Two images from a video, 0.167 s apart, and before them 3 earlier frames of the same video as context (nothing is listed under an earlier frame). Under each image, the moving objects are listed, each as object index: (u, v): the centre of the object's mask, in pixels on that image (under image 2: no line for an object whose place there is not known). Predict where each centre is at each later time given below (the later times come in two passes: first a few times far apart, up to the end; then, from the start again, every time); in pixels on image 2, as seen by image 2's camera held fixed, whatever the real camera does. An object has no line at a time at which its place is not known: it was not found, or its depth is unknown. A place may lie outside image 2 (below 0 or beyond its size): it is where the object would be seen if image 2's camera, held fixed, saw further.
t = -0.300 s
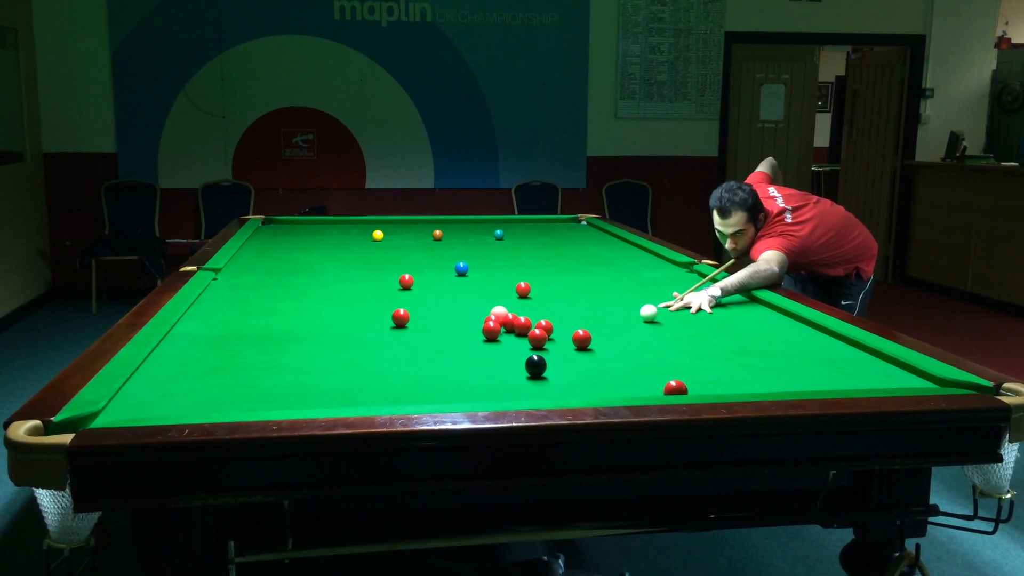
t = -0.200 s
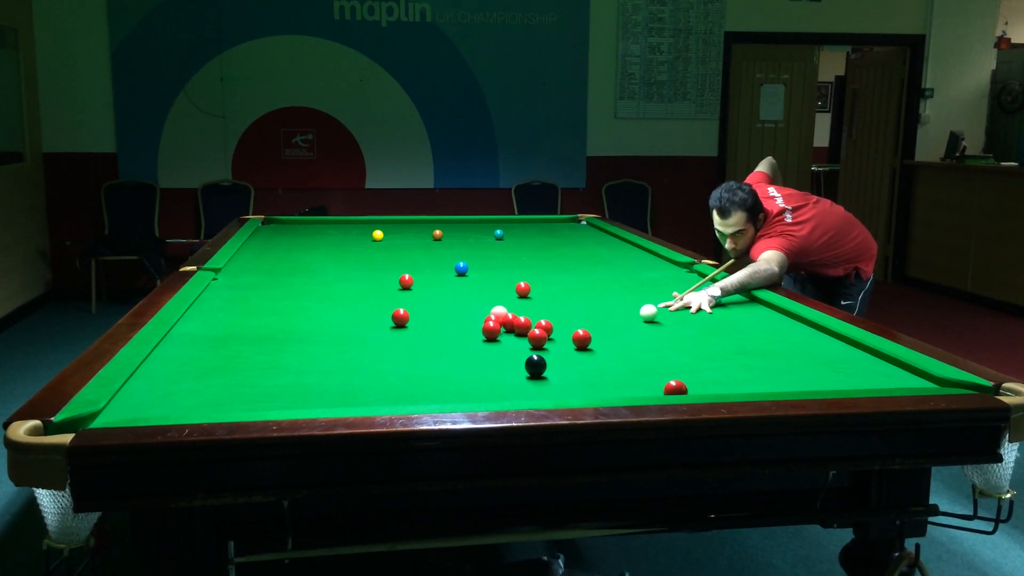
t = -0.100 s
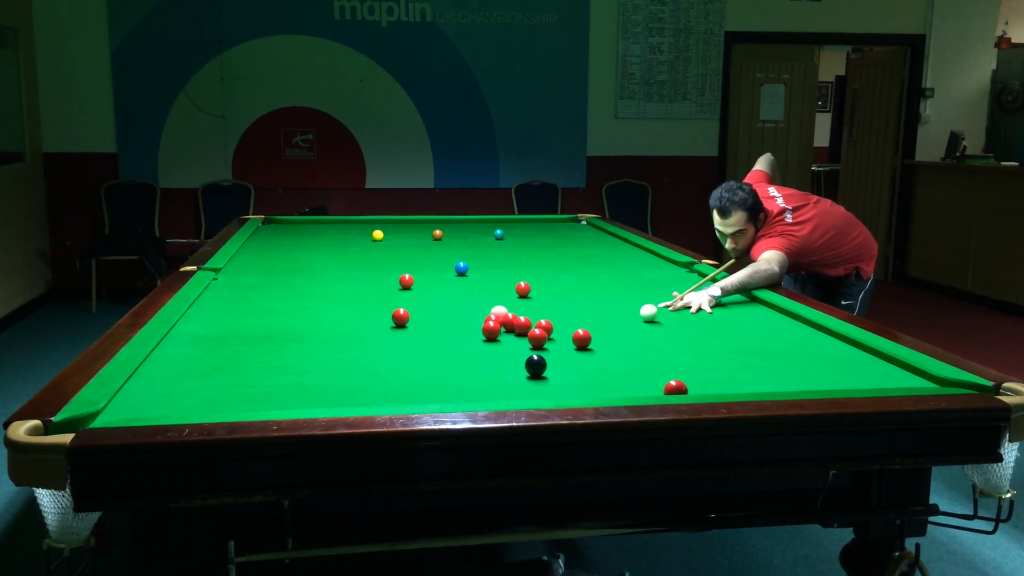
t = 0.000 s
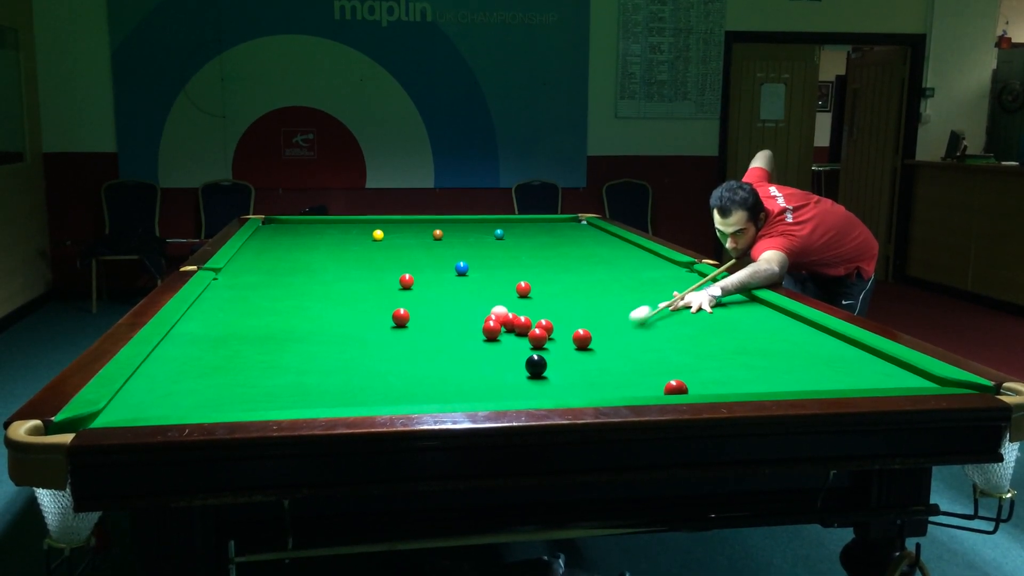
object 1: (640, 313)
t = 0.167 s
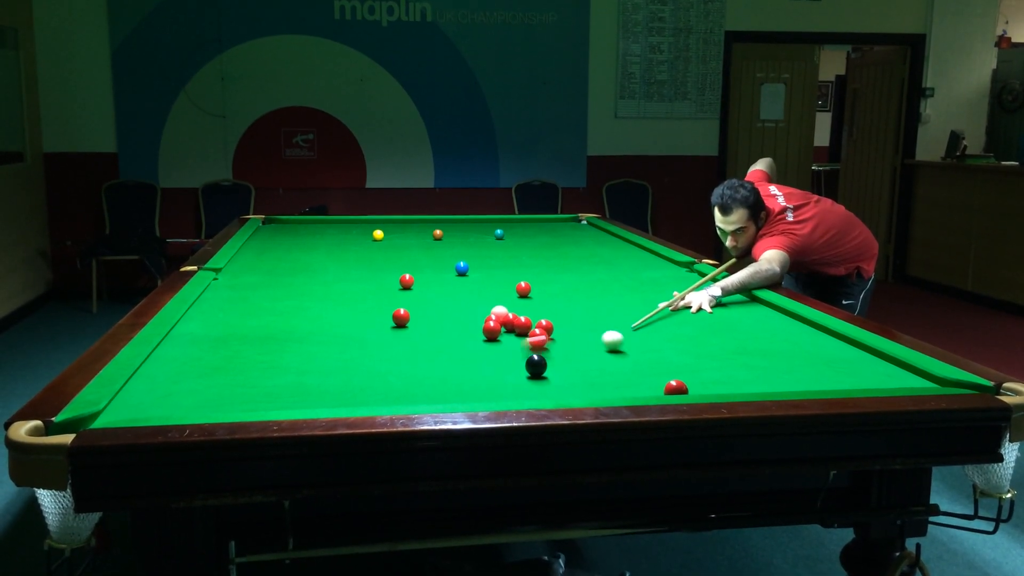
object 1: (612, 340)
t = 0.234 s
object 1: (628, 345)
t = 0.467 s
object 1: (678, 356)
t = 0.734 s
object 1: (739, 369)
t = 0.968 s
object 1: (795, 380)
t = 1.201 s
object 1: (842, 383)
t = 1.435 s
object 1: (866, 376)
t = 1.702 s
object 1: (889, 366)
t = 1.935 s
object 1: (874, 360)
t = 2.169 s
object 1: (840, 354)
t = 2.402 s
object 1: (810, 349)
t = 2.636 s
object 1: (783, 345)
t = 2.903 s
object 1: (755, 340)
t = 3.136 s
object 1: (734, 337)
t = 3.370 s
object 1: (715, 334)
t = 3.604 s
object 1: (698, 331)
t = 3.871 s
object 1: (681, 328)
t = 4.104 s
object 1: (668, 326)
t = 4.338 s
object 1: (656, 324)
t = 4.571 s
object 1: (646, 323)
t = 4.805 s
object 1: (638, 322)
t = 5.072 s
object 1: (630, 321)
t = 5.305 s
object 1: (625, 320)
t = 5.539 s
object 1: (622, 320)
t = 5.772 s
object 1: (620, 320)
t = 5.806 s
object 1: (620, 320)
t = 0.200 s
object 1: (620, 342)
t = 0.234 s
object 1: (628, 345)
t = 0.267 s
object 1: (635, 346)
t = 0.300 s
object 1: (642, 348)
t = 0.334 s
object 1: (649, 350)
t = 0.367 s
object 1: (656, 351)
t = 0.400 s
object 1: (663, 353)
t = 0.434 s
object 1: (670, 354)
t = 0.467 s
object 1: (678, 356)
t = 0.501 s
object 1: (685, 358)
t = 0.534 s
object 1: (693, 359)
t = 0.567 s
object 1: (700, 361)
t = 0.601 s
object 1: (708, 362)
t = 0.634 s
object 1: (715, 364)
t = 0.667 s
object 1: (723, 366)
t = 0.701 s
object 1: (731, 368)
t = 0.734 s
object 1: (739, 369)
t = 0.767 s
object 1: (746, 371)
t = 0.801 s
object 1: (754, 373)
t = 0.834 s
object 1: (762, 375)
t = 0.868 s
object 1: (770, 376)
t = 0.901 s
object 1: (779, 378)
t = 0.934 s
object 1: (787, 379)
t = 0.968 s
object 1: (795, 380)
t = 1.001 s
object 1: (804, 381)
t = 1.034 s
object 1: (812, 382)
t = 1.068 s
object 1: (820, 383)
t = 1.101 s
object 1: (829, 384)
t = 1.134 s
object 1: (836, 384)
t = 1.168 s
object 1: (839, 383)
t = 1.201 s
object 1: (842, 383)
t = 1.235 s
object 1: (846, 382)
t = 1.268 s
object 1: (850, 381)
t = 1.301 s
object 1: (853, 380)
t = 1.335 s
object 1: (856, 379)
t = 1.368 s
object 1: (860, 378)
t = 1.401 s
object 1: (863, 377)
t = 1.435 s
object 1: (866, 376)
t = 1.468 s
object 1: (869, 375)
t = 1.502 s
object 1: (872, 374)
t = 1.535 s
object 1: (875, 373)
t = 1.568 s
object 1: (878, 372)
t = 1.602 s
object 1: (881, 370)
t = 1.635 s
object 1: (884, 369)
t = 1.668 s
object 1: (886, 368)
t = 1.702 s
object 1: (889, 366)
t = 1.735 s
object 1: (892, 365)
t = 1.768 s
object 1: (895, 364)
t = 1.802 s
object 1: (895, 363)
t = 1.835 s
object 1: (890, 362)
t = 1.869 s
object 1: (885, 361)
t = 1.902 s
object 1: (880, 360)
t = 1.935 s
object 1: (874, 360)
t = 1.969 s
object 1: (869, 358)
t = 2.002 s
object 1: (864, 358)
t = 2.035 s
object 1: (859, 357)
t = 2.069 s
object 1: (854, 356)
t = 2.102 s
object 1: (849, 355)
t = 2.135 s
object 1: (845, 355)
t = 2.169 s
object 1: (840, 354)
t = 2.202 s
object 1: (836, 353)
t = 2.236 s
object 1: (831, 352)
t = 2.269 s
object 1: (827, 352)
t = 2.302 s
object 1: (823, 351)
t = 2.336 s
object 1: (818, 350)
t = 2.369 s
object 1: (814, 350)
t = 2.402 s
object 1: (810, 349)
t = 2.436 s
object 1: (806, 348)
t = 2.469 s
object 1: (802, 348)
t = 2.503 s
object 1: (798, 347)
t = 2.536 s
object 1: (794, 347)
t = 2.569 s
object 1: (790, 346)
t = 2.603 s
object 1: (787, 345)
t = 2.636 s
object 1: (783, 345)
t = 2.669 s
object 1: (779, 344)
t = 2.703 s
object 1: (775, 343)
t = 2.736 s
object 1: (772, 343)
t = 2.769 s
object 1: (768, 342)
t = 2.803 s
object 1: (765, 342)
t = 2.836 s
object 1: (762, 341)
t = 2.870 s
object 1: (758, 341)
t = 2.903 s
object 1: (755, 340)
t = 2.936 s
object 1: (752, 339)
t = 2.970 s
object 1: (749, 339)
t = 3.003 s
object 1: (746, 339)
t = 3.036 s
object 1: (742, 338)
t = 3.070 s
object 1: (740, 338)
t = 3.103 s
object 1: (737, 337)
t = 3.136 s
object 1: (734, 337)
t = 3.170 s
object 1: (731, 336)
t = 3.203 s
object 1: (728, 336)
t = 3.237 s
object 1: (725, 335)
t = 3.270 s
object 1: (722, 335)
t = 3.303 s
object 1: (720, 334)
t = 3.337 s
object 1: (717, 334)
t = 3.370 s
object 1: (715, 334)
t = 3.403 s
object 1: (712, 333)
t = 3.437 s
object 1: (709, 333)
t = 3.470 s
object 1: (707, 332)
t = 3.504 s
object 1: (705, 332)
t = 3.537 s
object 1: (702, 331)
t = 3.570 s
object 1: (700, 331)
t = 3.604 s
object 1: (698, 331)
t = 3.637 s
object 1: (696, 330)
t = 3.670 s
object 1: (693, 330)
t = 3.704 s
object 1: (691, 330)
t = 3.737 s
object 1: (689, 330)
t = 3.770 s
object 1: (687, 329)
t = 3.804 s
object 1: (685, 329)
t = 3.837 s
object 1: (683, 328)
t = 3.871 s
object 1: (681, 328)
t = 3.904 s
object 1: (679, 328)
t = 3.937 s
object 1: (676, 328)
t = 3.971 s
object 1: (675, 327)
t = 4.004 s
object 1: (673, 327)
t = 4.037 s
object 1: (671, 327)
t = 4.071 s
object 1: (669, 326)
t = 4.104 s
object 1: (668, 326)
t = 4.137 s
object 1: (666, 326)
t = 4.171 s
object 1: (664, 326)
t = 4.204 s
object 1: (662, 325)
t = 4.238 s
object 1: (661, 325)
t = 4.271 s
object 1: (659, 325)
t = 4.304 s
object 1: (657, 325)
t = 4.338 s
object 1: (656, 324)
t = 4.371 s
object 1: (655, 324)
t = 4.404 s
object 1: (653, 324)
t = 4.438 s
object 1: (652, 324)
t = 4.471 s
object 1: (650, 324)
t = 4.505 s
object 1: (649, 323)
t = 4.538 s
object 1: (647, 323)
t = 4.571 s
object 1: (646, 323)
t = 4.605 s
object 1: (645, 323)
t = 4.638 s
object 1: (644, 323)
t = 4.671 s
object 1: (642, 323)
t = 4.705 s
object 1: (641, 322)
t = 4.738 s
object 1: (640, 322)
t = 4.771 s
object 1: (639, 322)
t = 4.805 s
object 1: (638, 322)
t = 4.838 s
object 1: (637, 322)
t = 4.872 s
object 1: (636, 322)
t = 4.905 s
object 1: (635, 322)
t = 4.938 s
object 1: (634, 321)
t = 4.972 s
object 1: (633, 321)
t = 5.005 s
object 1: (632, 321)
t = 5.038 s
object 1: (631, 321)
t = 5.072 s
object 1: (630, 321)
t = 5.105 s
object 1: (630, 321)
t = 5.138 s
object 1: (629, 321)
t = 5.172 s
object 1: (628, 321)
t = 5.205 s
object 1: (627, 321)
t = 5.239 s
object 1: (626, 321)
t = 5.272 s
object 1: (626, 321)
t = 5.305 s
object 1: (625, 320)
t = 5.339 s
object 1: (625, 320)
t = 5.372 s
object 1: (624, 320)
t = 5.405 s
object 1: (624, 320)
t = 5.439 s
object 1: (623, 320)
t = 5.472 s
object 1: (623, 320)
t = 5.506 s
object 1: (622, 320)
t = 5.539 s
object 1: (622, 320)
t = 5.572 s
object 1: (622, 320)
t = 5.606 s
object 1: (621, 320)
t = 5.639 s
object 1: (621, 320)
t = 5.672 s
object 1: (621, 320)
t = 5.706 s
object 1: (620, 320)
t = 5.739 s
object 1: (620, 320)
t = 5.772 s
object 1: (620, 320)
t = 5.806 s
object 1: (620, 320)
